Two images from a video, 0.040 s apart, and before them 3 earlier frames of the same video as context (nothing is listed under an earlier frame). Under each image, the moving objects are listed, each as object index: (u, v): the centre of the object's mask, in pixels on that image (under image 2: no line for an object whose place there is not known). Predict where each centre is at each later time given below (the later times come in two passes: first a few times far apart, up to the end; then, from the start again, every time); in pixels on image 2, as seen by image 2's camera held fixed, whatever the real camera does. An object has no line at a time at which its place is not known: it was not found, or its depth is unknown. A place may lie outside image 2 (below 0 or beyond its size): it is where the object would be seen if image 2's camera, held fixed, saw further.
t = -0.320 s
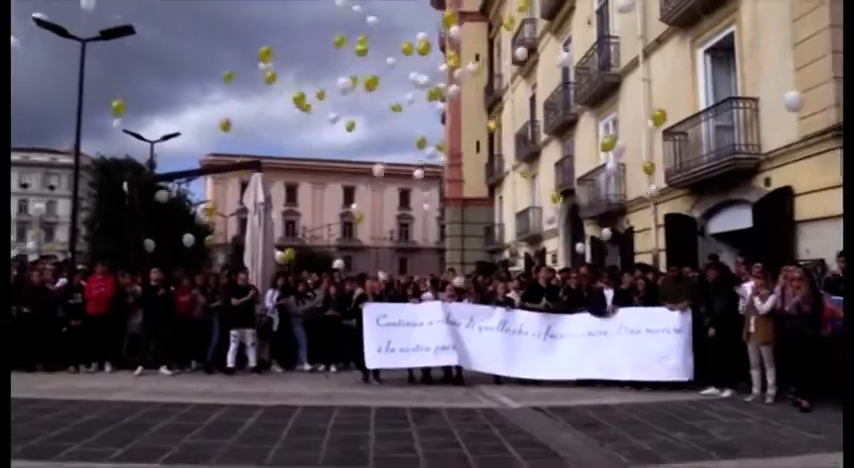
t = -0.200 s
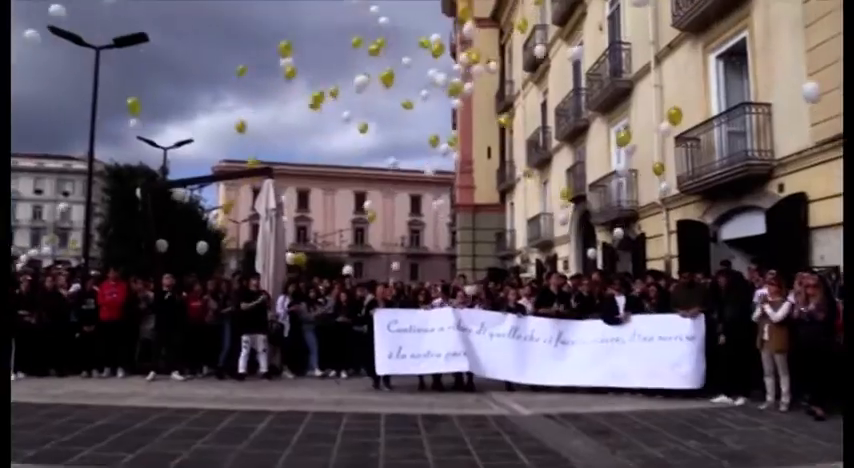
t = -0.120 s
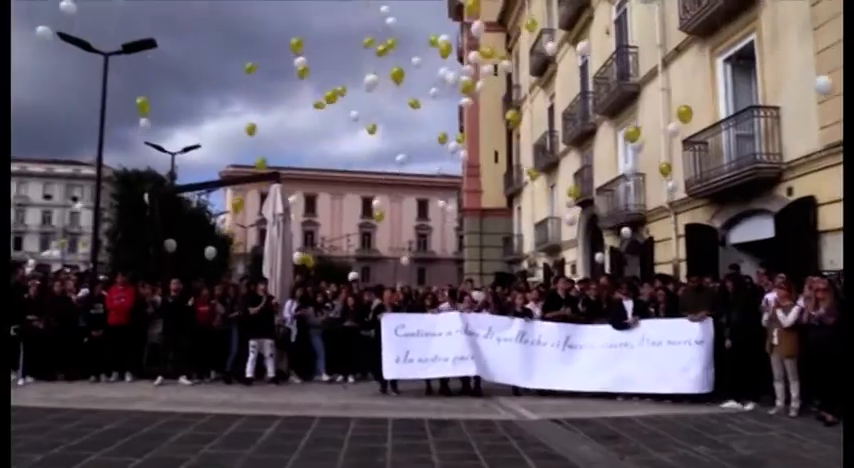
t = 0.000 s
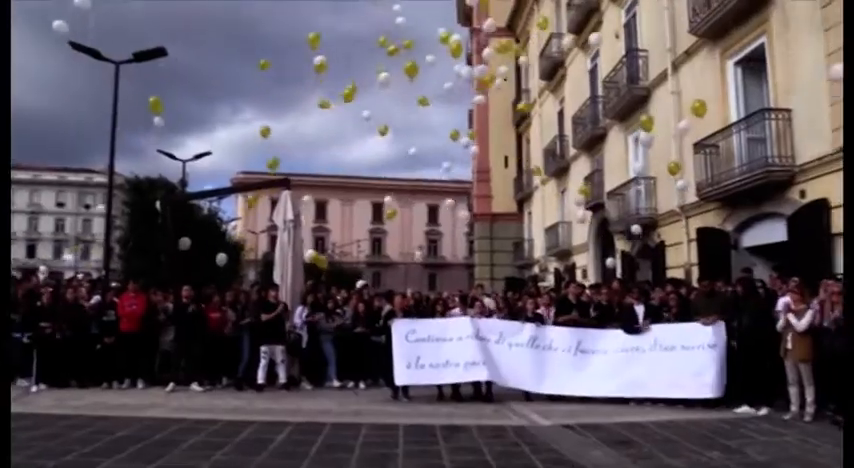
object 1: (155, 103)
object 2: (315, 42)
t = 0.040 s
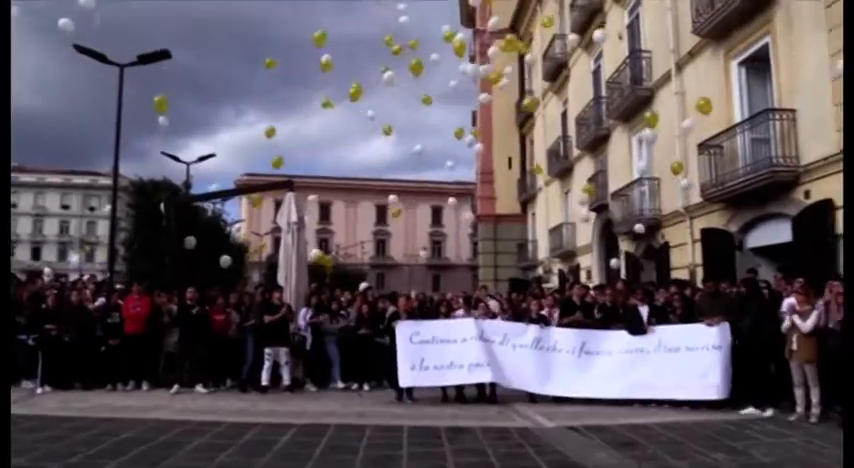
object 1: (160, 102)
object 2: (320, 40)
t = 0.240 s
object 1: (165, 85)
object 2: (333, 18)
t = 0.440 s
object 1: (171, 68)
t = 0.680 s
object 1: (179, 45)
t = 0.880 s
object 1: (185, 24)
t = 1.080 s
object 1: (192, 1)
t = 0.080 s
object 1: (161, 98)
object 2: (323, 36)
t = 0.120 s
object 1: (161, 95)
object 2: (325, 31)
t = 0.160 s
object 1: (163, 92)
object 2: (328, 27)
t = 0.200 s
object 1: (164, 88)
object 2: (330, 22)
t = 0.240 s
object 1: (165, 85)
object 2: (333, 18)
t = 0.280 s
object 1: (167, 81)
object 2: (336, 14)
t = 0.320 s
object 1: (168, 77)
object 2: (338, 11)
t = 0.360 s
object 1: (168, 74)
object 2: (341, 7)
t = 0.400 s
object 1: (170, 71)
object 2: (343, 4)
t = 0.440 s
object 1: (171, 68)
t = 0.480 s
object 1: (173, 65)
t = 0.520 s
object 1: (175, 62)
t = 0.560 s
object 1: (176, 60)
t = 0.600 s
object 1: (177, 53)
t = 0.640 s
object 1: (178, 49)
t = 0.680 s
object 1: (179, 45)
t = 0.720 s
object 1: (181, 41)
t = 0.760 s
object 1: (183, 36)
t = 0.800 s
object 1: (184, 33)
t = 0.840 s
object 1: (185, 29)
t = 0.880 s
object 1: (185, 24)
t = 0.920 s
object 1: (187, 20)
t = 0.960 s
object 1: (189, 15)
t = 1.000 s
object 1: (190, 11)
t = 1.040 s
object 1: (190, 6)
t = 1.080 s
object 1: (192, 1)
